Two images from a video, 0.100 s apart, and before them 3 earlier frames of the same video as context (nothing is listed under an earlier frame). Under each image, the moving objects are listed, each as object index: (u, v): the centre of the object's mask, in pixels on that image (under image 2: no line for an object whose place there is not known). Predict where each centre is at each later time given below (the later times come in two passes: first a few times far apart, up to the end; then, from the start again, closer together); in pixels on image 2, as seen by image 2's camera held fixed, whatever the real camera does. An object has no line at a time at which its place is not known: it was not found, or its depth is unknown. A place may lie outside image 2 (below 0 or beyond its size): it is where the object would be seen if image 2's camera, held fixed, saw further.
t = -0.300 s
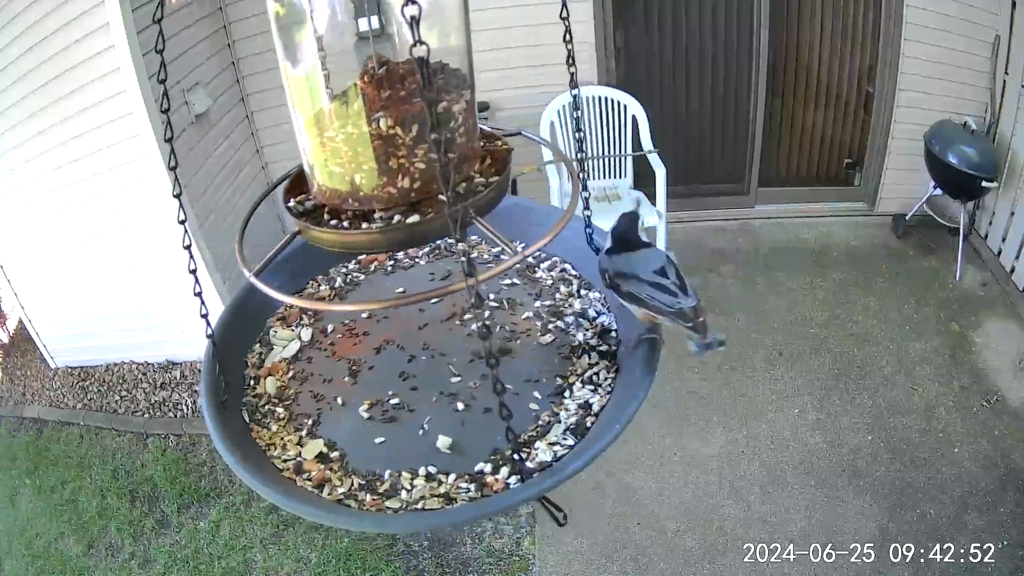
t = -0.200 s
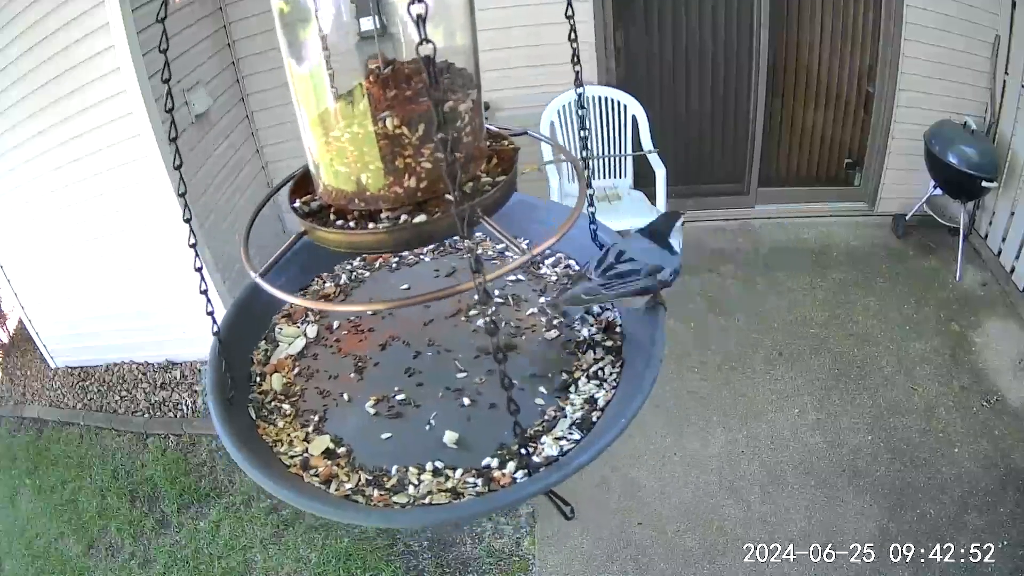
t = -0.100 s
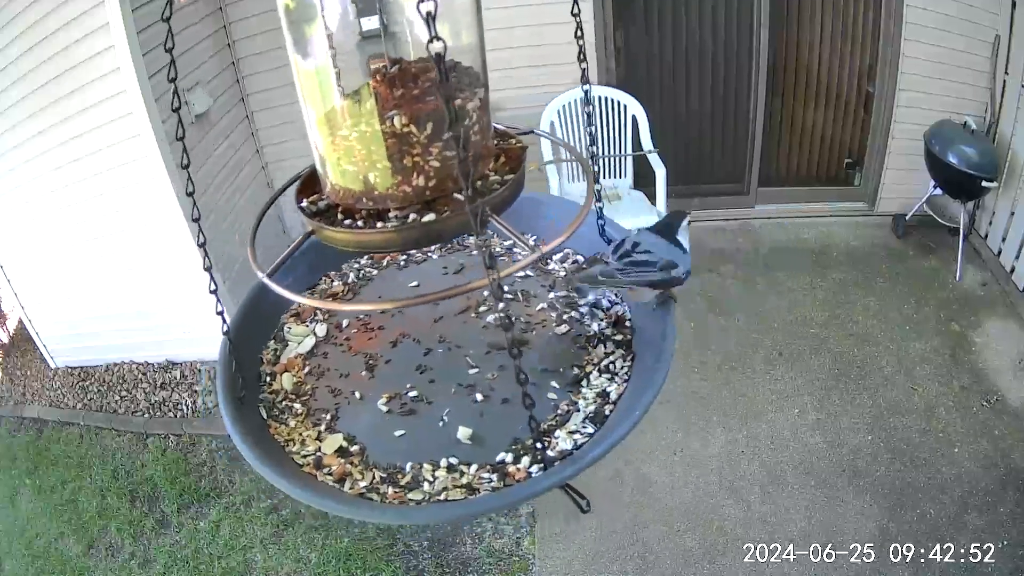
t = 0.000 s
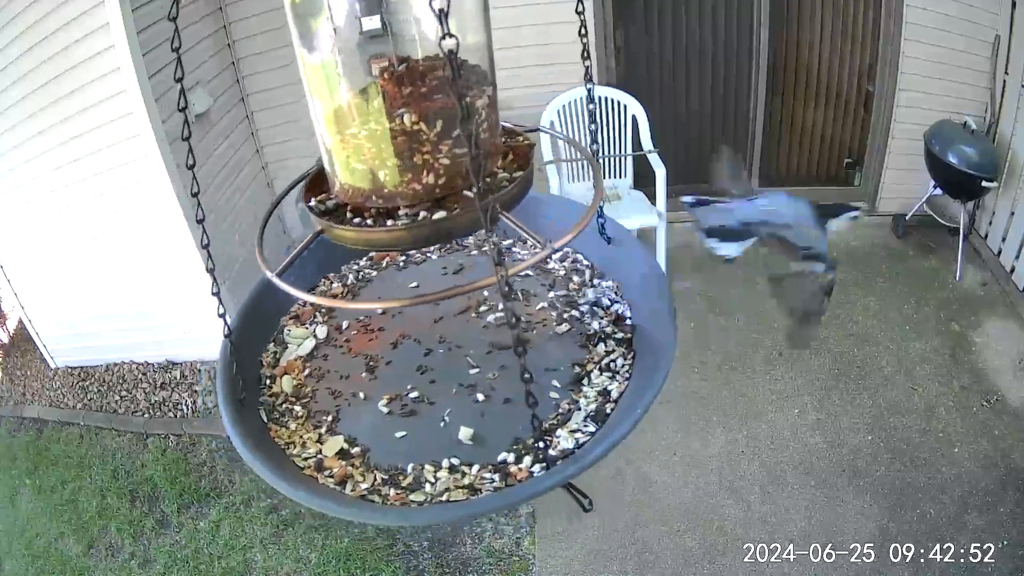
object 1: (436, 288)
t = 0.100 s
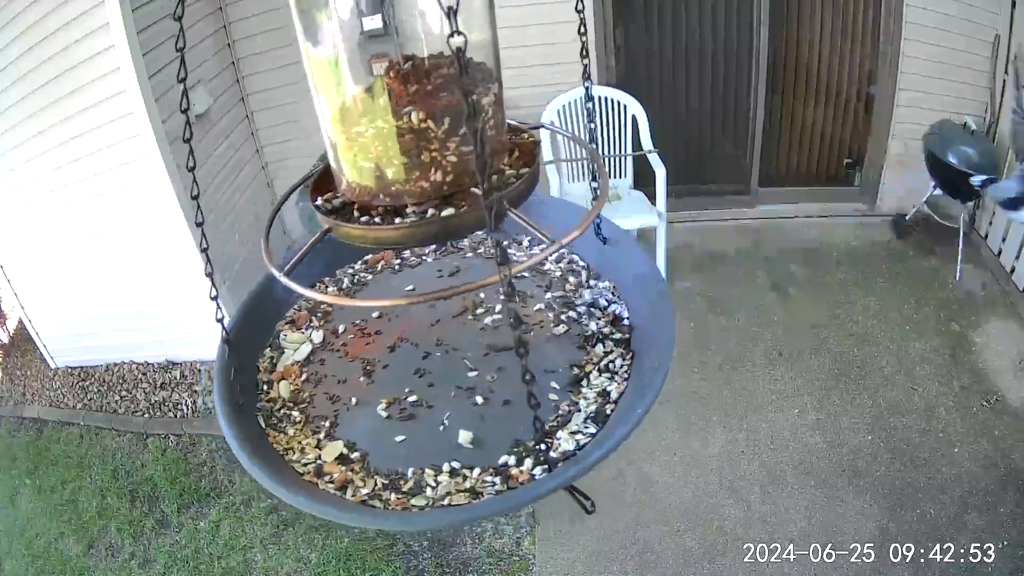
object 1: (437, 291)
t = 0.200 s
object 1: (440, 294)
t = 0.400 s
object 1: (450, 293)
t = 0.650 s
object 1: (448, 289)
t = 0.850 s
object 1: (440, 295)
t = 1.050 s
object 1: (441, 297)
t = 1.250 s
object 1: (438, 288)
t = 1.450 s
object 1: (443, 287)
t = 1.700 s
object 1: (447, 293)
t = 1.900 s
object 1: (451, 295)
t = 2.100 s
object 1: (446, 292)
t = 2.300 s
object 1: (444, 293)
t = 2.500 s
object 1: (438, 293)
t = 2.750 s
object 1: (443, 290)
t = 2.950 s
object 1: (443, 288)
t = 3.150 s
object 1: (446, 291)
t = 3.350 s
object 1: (447, 293)
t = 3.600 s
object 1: (444, 293)
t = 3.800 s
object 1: (443, 293)
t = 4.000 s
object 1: (441, 293)
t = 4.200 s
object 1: (442, 290)
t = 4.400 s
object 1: (445, 290)
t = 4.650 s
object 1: (445, 292)
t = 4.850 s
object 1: (444, 293)
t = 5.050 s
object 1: (444, 293)
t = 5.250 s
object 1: (442, 292)
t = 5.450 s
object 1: (441, 292)
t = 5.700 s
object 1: (444, 289)
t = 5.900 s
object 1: (444, 290)
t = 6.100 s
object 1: (445, 293)
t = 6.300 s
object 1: (444, 293)
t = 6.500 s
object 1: (443, 293)
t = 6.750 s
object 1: (442, 292)
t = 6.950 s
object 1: (442, 291)
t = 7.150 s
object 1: (444, 290)
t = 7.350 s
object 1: (442, 293)
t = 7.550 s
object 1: (444, 293)
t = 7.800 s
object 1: (444, 293)
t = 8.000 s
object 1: (443, 293)
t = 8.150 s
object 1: (442, 292)
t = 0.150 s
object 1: (439, 292)
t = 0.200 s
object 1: (440, 294)
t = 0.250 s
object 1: (443, 295)
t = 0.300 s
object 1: (446, 295)
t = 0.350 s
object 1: (449, 294)
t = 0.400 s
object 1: (450, 293)
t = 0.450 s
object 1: (450, 291)
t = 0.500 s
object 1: (450, 289)
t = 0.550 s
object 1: (449, 288)
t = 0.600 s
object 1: (446, 287)
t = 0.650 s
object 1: (448, 289)
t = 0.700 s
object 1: (442, 288)
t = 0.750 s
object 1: (442, 290)
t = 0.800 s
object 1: (441, 292)
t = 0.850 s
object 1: (440, 295)
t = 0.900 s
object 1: (439, 299)
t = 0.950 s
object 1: (441, 297)
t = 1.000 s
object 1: (441, 297)
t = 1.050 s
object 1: (441, 297)
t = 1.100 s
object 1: (440, 295)
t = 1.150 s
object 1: (439, 292)
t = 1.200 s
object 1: (438, 290)
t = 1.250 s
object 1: (438, 288)
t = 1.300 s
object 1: (439, 287)
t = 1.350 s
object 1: (440, 286)
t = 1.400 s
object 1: (441, 286)
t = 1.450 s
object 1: (443, 287)
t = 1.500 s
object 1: (443, 289)
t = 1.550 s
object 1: (445, 290)
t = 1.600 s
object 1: (445, 291)
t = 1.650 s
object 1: (446, 292)
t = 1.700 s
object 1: (447, 293)
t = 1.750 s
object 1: (447, 293)
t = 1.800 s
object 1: (447, 293)
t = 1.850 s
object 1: (451, 296)
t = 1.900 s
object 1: (451, 295)
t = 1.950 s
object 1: (451, 294)
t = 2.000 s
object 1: (446, 292)
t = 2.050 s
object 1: (447, 292)
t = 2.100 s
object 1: (446, 292)
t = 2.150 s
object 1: (446, 292)
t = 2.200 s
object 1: (446, 292)
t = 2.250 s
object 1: (445, 293)
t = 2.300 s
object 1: (444, 293)
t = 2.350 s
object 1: (442, 293)
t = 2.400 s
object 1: (440, 293)
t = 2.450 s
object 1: (439, 293)
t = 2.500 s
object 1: (438, 293)
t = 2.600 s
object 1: (439, 293)
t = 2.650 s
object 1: (440, 292)
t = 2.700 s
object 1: (440, 291)
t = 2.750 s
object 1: (443, 290)
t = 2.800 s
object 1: (443, 289)
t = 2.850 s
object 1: (444, 288)
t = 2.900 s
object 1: (443, 288)
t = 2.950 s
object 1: (443, 288)
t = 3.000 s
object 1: (444, 288)
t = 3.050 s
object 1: (446, 289)
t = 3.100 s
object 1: (446, 290)
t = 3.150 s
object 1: (446, 291)
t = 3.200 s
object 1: (446, 292)
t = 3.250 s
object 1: (447, 293)
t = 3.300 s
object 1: (447, 293)
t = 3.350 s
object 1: (447, 293)
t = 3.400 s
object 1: (447, 293)
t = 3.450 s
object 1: (446, 293)
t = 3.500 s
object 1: (444, 293)
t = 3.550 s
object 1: (444, 293)
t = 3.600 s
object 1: (444, 293)
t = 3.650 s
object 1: (444, 292)
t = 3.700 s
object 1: (443, 293)
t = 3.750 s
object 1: (443, 293)
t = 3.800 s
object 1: (443, 293)
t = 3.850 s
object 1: (442, 293)
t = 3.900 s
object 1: (442, 293)
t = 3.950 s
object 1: (442, 293)
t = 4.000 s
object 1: (441, 293)
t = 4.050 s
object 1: (441, 292)
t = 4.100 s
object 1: (441, 291)
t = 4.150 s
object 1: (441, 291)
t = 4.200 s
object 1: (442, 290)
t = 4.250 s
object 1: (442, 290)
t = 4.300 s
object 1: (443, 289)
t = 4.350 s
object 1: (444, 290)
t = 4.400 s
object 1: (445, 290)
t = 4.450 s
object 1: (445, 290)
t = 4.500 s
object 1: (445, 291)
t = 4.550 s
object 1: (445, 291)
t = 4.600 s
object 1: (446, 292)
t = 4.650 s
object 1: (445, 292)
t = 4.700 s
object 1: (445, 293)
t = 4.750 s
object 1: (445, 293)
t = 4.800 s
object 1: (445, 293)
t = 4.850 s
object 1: (444, 293)
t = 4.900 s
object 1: (444, 293)
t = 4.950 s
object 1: (444, 292)
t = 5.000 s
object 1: (444, 293)
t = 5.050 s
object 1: (444, 293)
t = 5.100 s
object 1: (444, 293)
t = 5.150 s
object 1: (443, 292)
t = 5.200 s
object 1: (443, 292)
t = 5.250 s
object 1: (442, 292)
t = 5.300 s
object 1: (441, 292)
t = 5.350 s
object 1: (441, 292)
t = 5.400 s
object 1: (441, 292)
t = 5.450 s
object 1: (441, 292)
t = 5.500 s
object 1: (442, 291)
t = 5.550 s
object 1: (442, 291)
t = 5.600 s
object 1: (442, 290)
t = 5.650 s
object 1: (443, 290)
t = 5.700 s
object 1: (444, 289)
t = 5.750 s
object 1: (443, 289)
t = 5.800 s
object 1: (444, 289)
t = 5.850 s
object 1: (444, 289)
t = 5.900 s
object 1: (444, 290)
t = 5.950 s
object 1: (446, 290)
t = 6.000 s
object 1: (443, 293)
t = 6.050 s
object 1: (443, 294)
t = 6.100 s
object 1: (445, 293)
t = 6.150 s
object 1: (444, 293)
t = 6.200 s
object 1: (444, 293)
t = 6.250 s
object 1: (445, 293)
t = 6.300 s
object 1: (444, 293)
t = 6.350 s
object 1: (445, 293)
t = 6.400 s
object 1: (444, 293)
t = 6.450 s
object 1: (444, 293)
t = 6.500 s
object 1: (443, 293)
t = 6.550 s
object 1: (443, 293)
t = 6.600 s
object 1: (443, 293)
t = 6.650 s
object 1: (443, 292)
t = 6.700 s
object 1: (442, 292)
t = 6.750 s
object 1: (442, 292)
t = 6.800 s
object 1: (441, 292)
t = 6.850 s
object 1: (441, 291)
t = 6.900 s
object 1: (442, 291)
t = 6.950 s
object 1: (442, 291)
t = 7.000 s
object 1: (442, 290)
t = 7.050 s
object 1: (443, 290)
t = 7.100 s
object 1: (443, 290)
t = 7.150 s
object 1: (444, 290)
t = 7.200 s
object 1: (444, 290)
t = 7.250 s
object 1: (444, 290)
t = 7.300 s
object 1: (444, 290)
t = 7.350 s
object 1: (442, 293)
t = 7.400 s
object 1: (444, 291)
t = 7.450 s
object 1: (444, 292)
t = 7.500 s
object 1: (444, 292)
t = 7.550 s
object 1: (444, 293)
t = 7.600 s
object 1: (444, 293)
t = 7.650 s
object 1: (444, 293)
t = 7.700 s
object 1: (444, 293)
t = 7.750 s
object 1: (444, 293)
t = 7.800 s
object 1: (444, 293)
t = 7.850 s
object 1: (444, 293)
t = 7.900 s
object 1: (443, 293)
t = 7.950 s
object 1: (443, 293)
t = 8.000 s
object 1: (443, 293)
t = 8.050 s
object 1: (443, 292)
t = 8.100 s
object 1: (442, 292)
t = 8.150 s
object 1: (442, 292)
